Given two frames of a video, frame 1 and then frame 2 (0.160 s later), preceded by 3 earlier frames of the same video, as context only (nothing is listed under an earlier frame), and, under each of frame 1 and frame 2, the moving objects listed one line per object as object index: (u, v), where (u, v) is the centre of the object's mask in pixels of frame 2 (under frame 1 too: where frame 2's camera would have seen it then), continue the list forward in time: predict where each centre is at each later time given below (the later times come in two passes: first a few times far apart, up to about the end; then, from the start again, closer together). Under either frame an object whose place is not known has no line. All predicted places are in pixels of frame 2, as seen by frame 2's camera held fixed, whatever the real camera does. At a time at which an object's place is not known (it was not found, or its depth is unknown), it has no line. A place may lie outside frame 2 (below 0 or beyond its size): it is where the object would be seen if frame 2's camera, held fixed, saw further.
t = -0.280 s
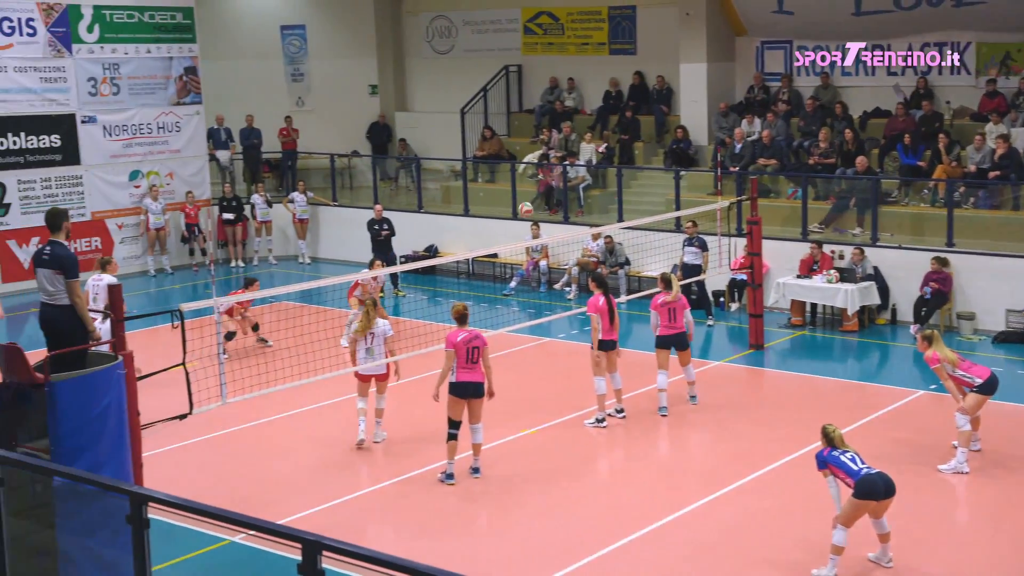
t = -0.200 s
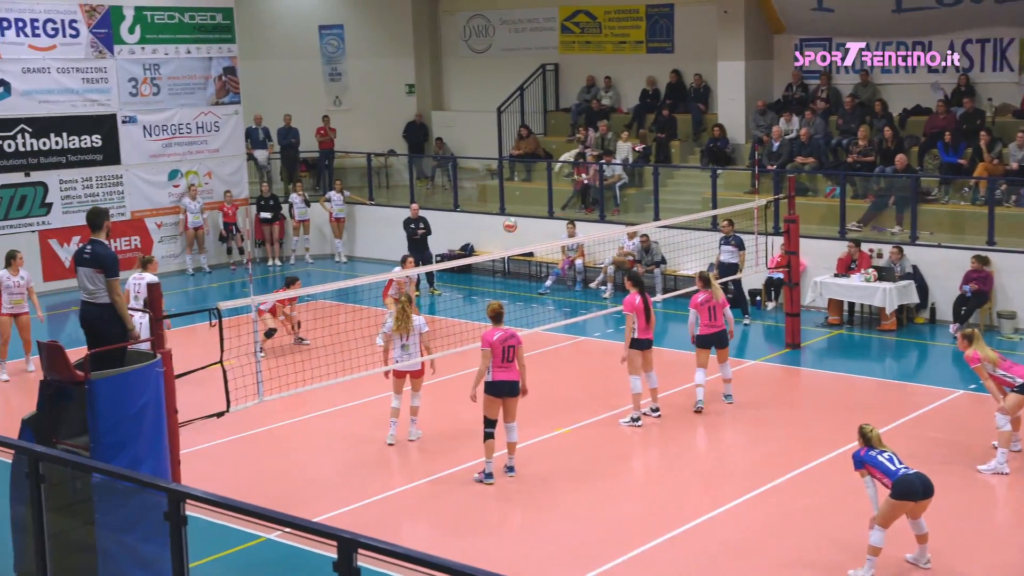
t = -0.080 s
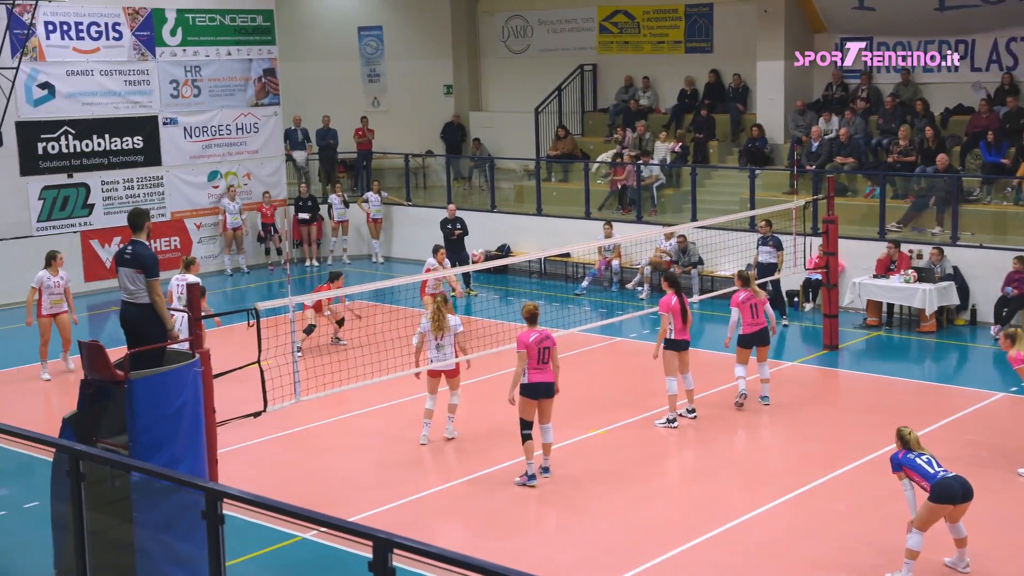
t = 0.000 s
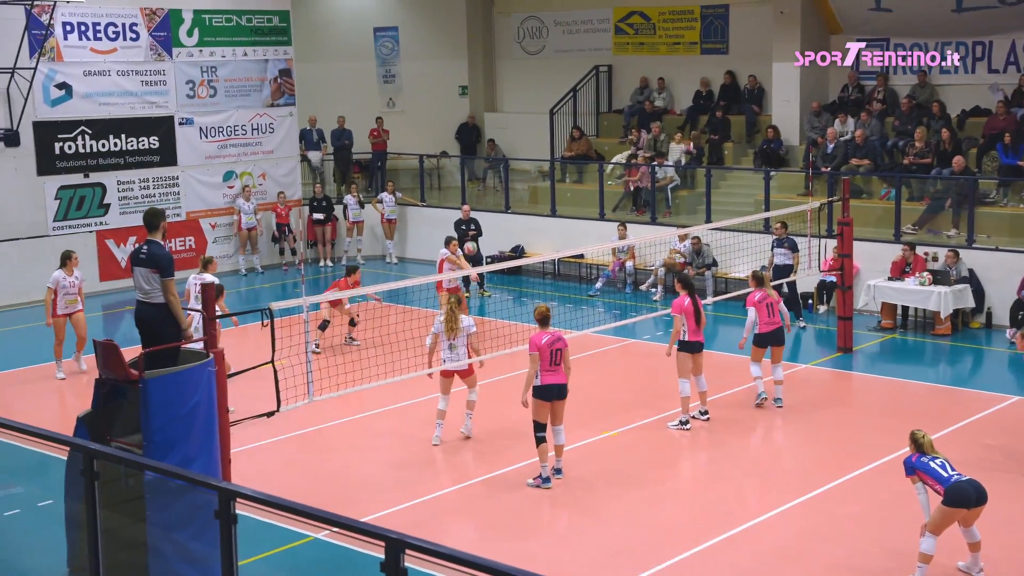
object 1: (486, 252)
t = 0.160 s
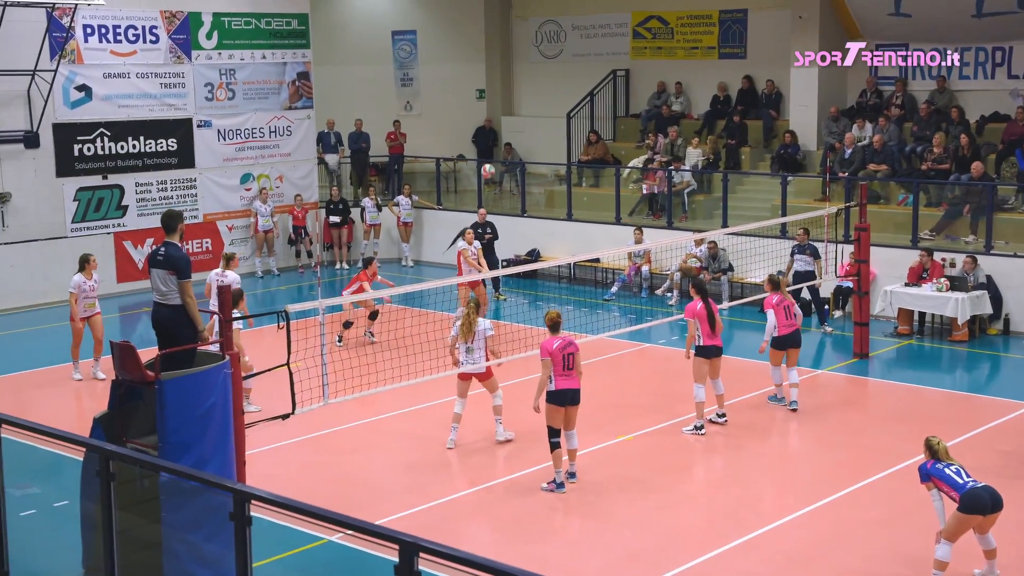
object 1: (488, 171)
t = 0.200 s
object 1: (488, 153)
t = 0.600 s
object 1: (490, 23)
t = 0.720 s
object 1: (490, 9)
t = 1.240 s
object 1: (496, 39)
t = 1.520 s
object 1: (502, 142)
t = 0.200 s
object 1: (488, 153)
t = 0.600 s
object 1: (490, 23)
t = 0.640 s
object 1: (490, 16)
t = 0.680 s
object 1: (490, 11)
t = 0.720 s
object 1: (490, 9)
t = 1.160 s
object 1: (494, 21)
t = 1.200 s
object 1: (495, 29)
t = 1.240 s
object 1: (496, 39)
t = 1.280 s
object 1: (496, 49)
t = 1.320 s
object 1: (497, 62)
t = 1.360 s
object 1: (498, 75)
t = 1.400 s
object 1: (499, 90)
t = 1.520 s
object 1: (502, 142)
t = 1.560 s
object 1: (503, 162)
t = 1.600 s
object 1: (503, 182)
